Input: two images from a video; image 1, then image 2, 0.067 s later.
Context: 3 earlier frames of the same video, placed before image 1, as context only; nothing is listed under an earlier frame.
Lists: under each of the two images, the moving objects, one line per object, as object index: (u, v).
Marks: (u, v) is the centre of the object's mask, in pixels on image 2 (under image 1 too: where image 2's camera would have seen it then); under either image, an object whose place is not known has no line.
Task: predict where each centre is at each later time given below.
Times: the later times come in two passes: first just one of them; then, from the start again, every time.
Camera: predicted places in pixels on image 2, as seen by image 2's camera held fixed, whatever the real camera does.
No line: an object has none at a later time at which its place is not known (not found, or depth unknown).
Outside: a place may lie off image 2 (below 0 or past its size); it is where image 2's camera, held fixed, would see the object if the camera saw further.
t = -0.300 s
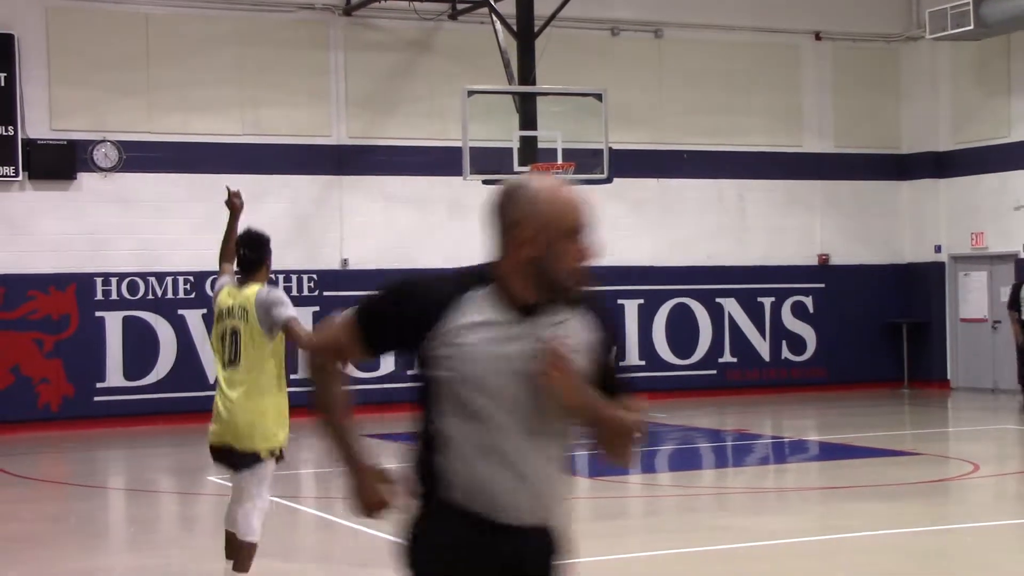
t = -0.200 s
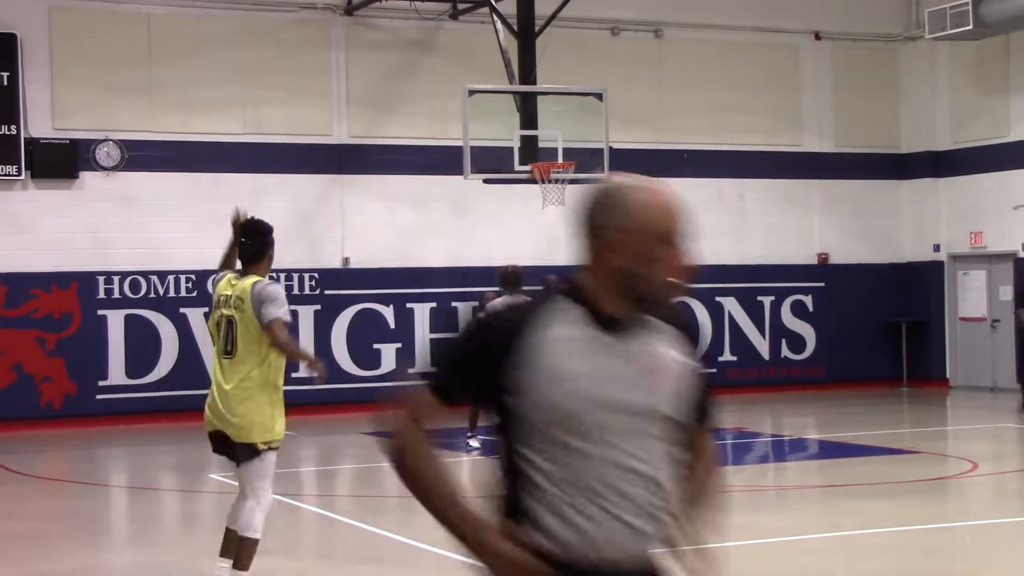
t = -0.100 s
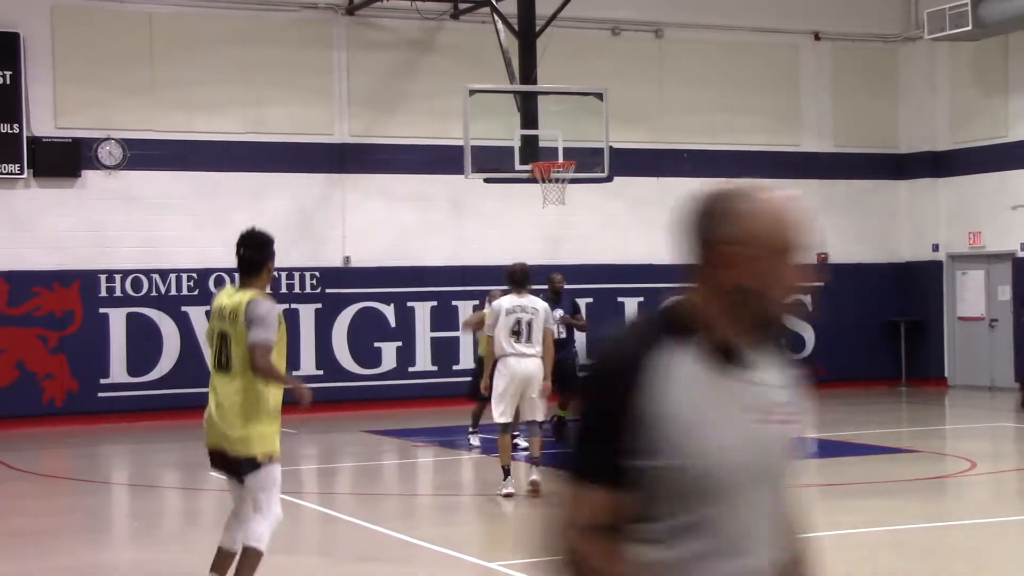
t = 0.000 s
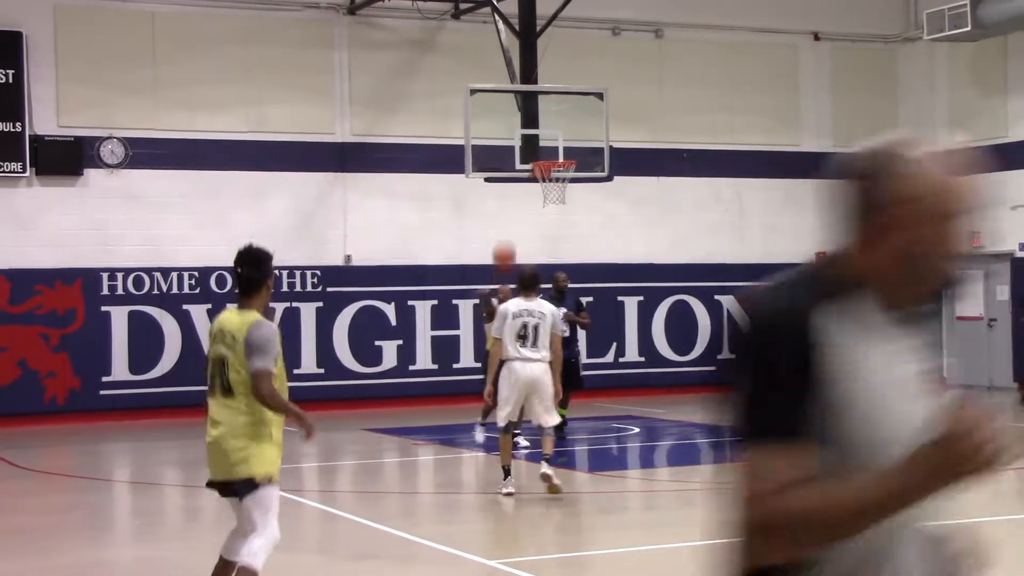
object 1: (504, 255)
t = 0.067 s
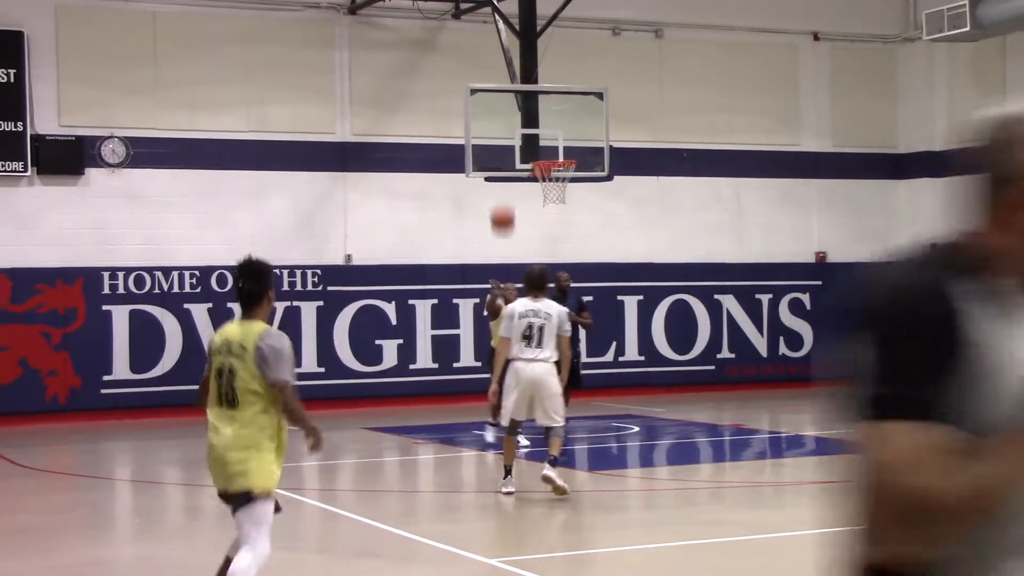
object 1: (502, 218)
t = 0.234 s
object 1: (498, 138)
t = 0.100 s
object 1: (502, 201)
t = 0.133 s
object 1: (500, 183)
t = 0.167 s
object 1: (500, 166)
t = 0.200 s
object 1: (499, 156)
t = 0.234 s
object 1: (498, 138)
